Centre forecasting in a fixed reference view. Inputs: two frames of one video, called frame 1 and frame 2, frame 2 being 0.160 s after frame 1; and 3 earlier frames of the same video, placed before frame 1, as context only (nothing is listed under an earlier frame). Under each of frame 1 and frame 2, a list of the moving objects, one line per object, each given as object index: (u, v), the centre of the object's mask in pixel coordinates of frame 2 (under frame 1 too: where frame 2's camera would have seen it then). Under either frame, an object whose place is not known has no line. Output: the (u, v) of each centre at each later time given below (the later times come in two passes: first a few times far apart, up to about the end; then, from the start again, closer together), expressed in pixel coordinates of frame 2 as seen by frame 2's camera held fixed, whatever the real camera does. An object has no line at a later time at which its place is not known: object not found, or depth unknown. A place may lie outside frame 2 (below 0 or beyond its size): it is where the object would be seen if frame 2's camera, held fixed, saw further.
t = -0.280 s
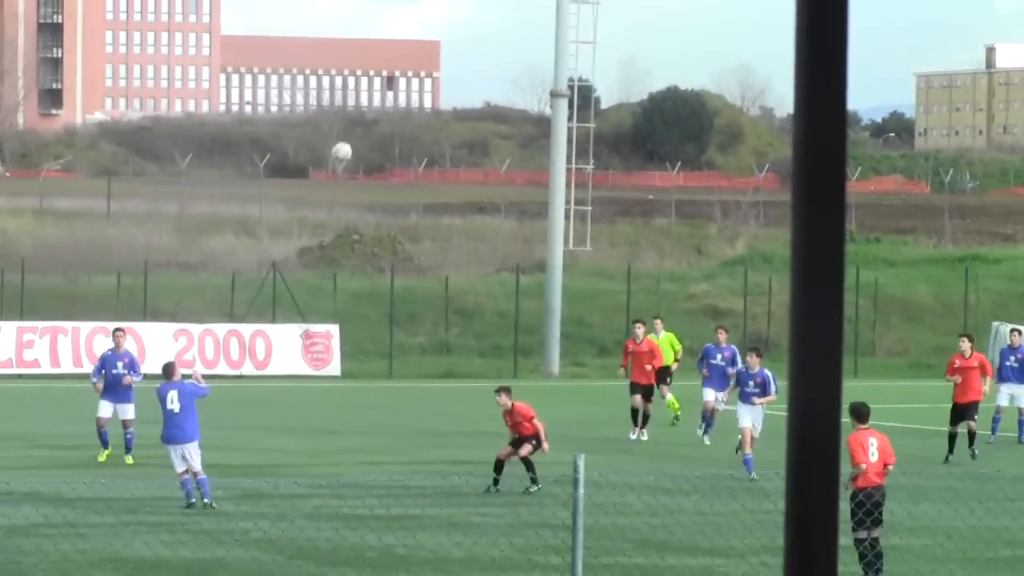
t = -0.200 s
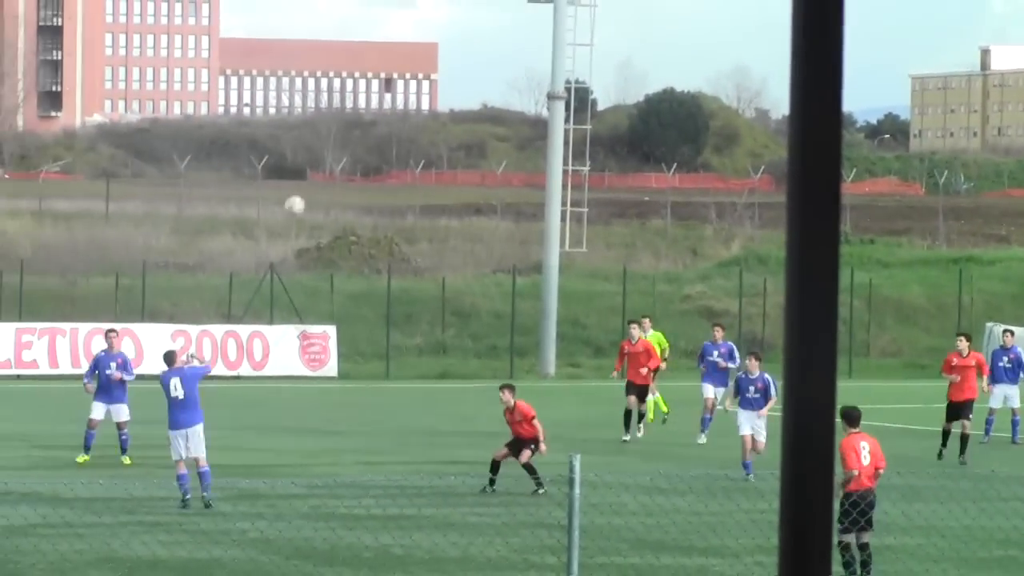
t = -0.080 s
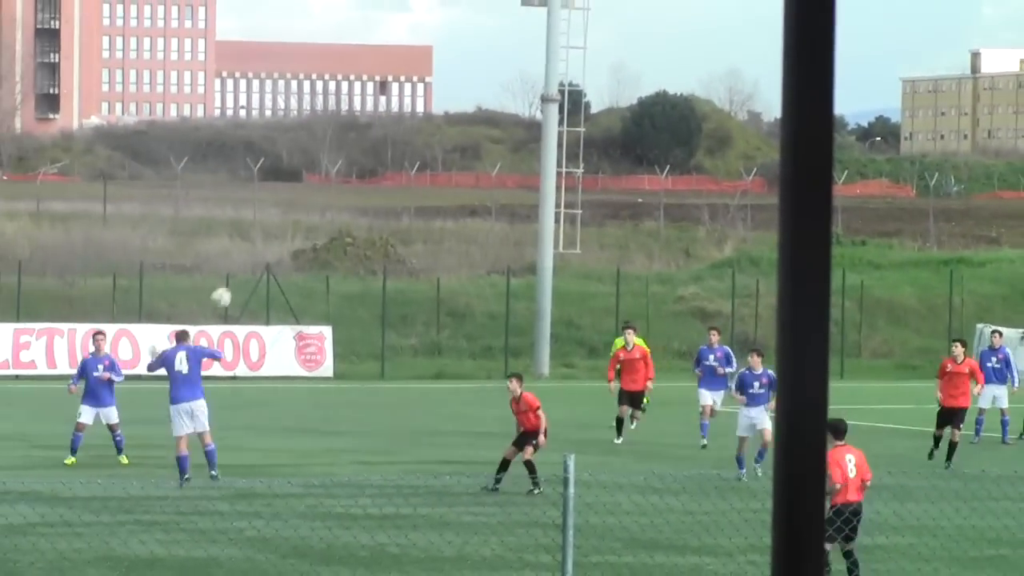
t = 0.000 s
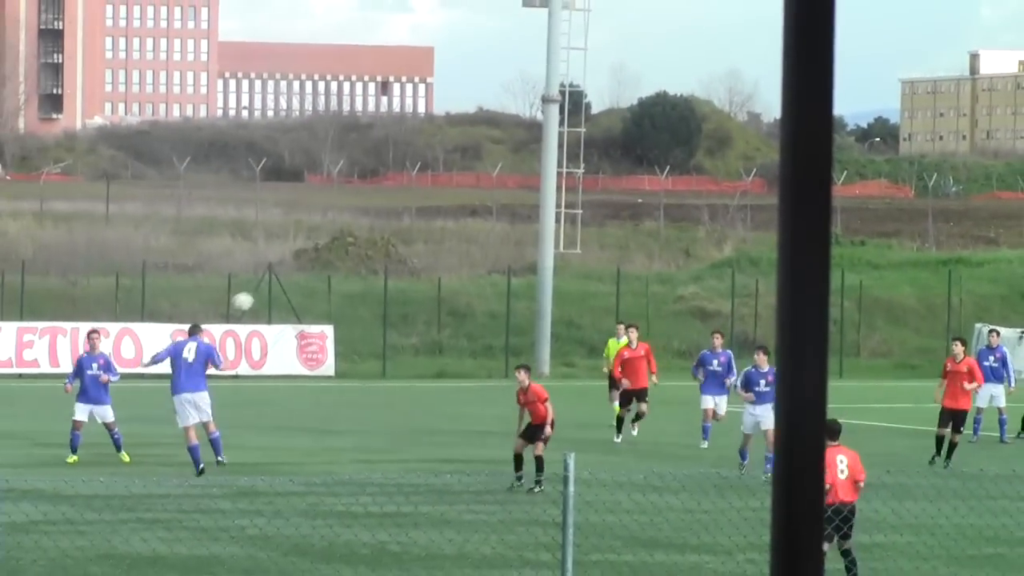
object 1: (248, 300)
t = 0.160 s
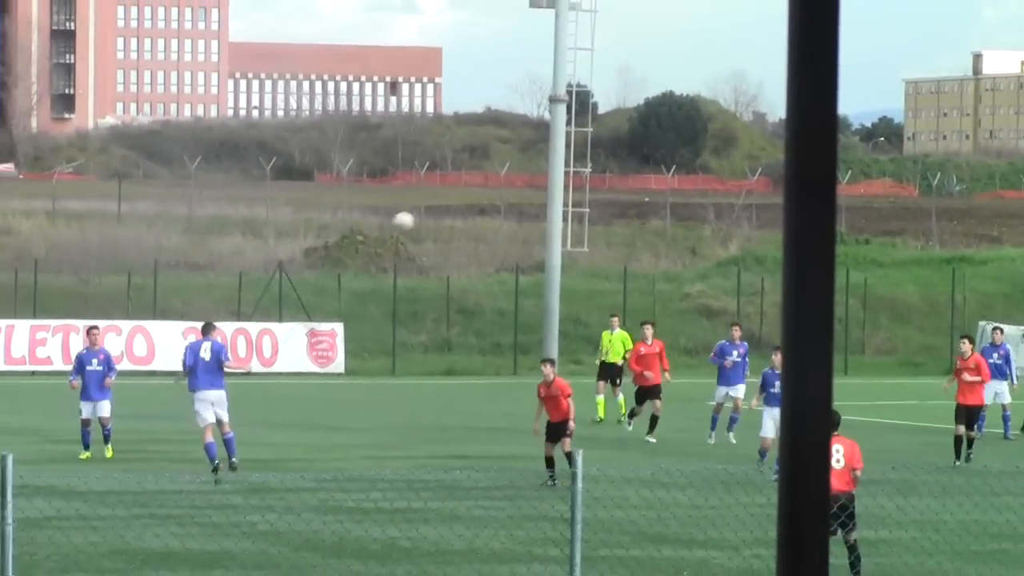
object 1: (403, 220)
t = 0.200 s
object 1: (440, 205)
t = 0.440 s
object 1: (654, 143)
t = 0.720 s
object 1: (892, 134)
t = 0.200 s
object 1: (440, 205)
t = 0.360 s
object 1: (584, 158)
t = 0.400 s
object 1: (620, 149)
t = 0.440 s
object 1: (654, 143)
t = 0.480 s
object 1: (689, 138)
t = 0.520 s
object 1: (724, 133)
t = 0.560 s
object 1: (758, 130)
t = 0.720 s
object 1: (892, 134)
